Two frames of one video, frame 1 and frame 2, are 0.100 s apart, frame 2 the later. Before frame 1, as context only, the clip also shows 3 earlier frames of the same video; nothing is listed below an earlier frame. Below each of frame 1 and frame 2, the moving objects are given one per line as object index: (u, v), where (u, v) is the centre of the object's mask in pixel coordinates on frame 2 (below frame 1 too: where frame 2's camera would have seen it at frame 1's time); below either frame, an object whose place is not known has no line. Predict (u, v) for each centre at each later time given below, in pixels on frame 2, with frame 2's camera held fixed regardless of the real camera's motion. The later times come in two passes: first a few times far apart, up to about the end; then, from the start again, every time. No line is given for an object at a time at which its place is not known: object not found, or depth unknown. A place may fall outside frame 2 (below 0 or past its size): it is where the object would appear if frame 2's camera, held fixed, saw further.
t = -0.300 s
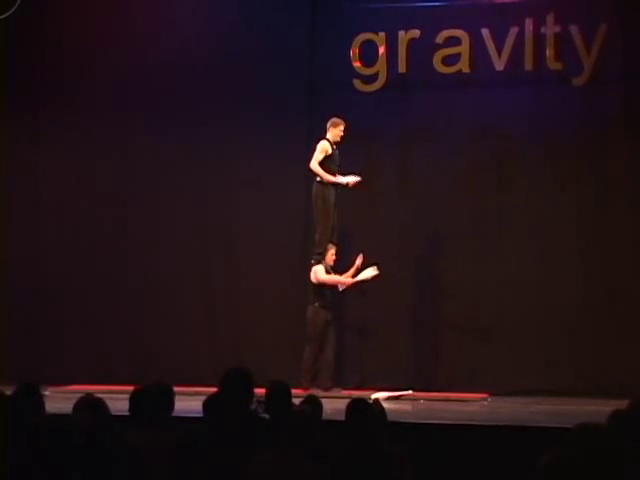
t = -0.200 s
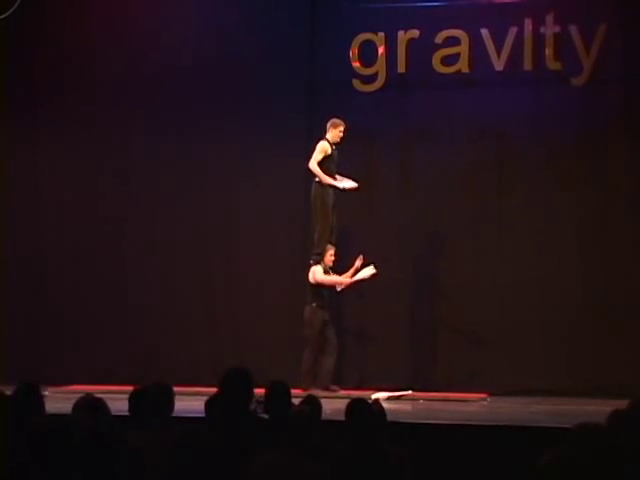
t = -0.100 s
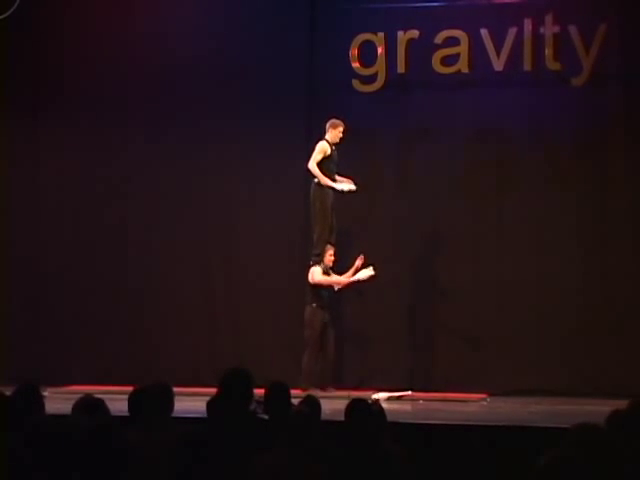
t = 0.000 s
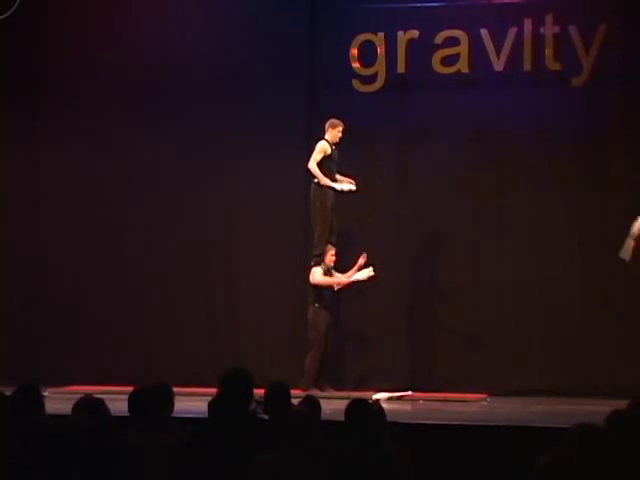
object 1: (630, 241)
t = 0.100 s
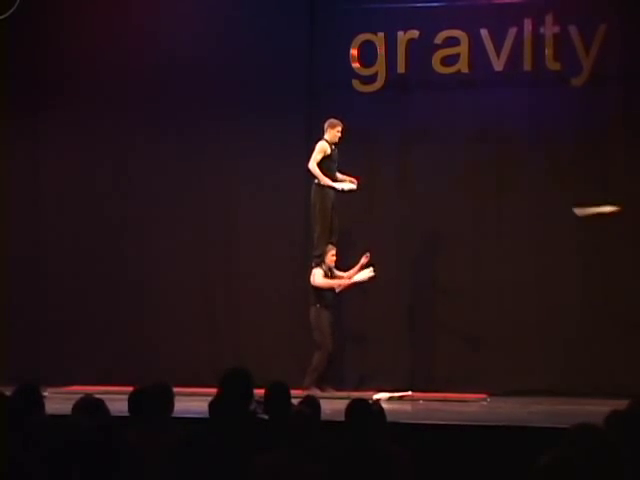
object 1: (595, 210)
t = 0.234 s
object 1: (555, 191)
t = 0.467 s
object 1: (483, 192)
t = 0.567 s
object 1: (450, 208)
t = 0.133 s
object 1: (585, 203)
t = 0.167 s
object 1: (576, 198)
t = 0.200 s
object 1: (566, 194)
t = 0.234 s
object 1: (555, 191)
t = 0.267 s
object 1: (543, 188)
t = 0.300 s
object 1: (532, 186)
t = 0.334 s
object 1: (521, 185)
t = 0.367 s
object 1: (511, 185)
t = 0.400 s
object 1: (503, 185)
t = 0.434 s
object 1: (493, 188)
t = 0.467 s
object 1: (483, 192)
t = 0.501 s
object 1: (472, 197)
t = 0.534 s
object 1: (461, 202)
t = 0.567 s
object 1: (450, 208)
